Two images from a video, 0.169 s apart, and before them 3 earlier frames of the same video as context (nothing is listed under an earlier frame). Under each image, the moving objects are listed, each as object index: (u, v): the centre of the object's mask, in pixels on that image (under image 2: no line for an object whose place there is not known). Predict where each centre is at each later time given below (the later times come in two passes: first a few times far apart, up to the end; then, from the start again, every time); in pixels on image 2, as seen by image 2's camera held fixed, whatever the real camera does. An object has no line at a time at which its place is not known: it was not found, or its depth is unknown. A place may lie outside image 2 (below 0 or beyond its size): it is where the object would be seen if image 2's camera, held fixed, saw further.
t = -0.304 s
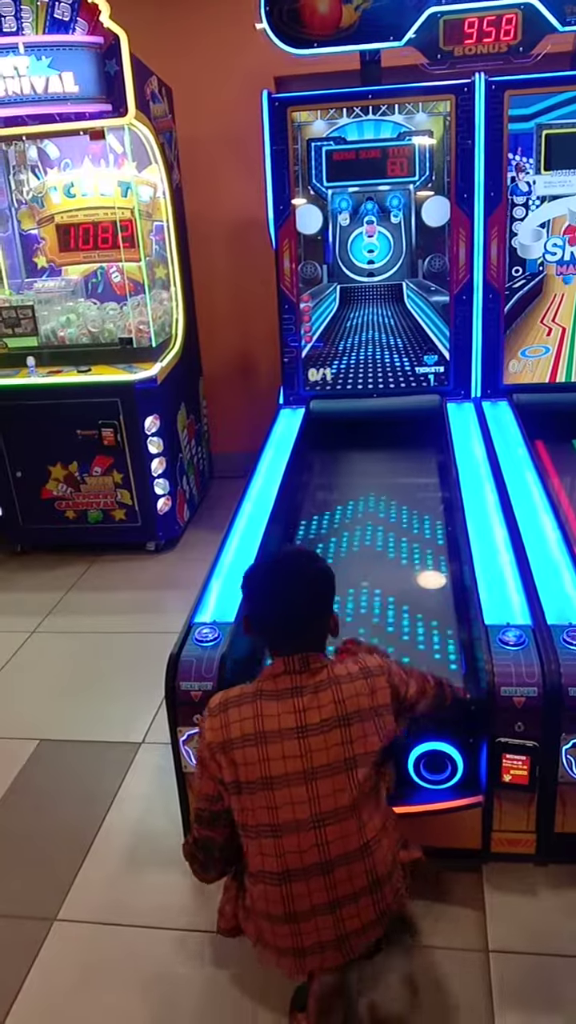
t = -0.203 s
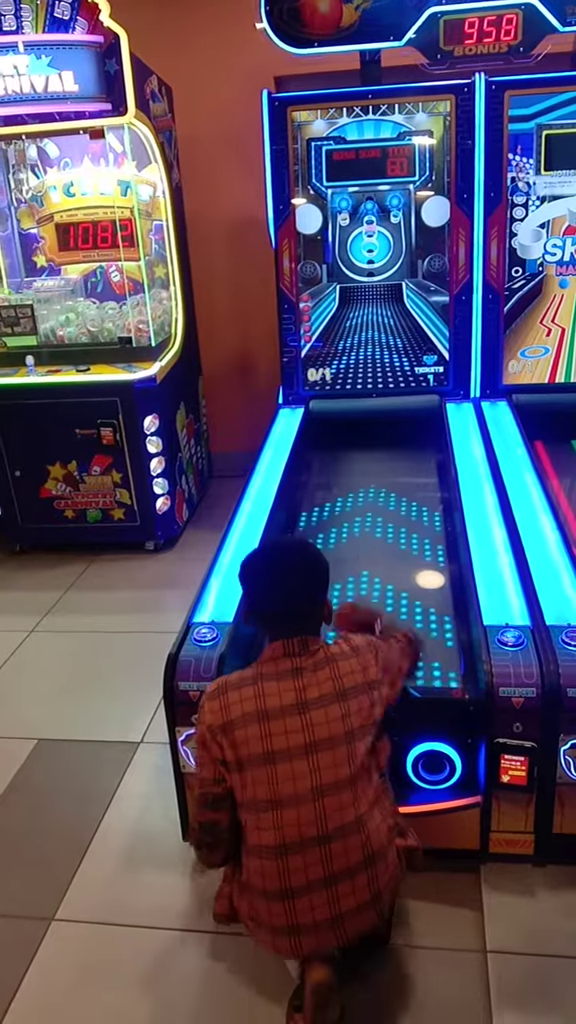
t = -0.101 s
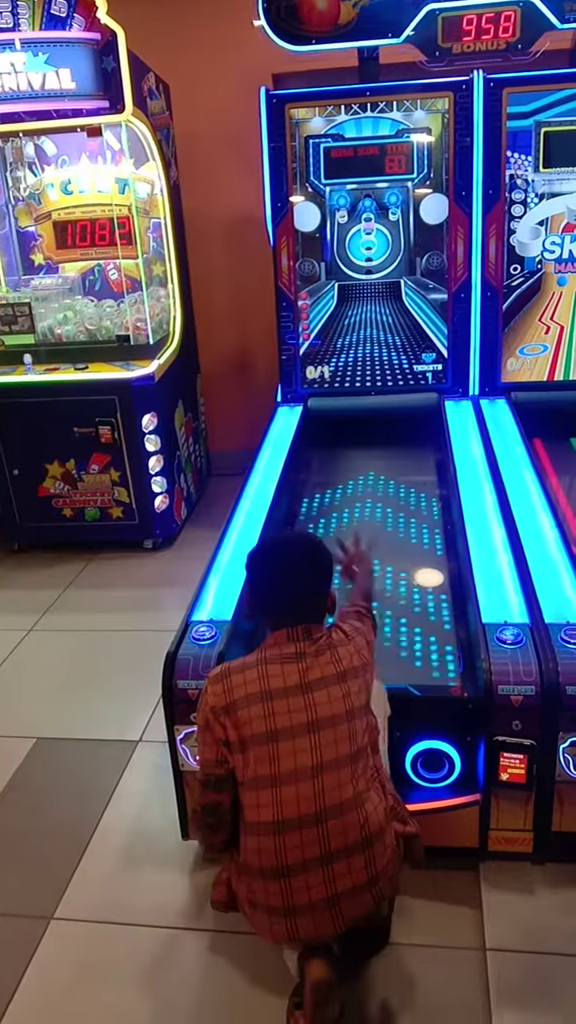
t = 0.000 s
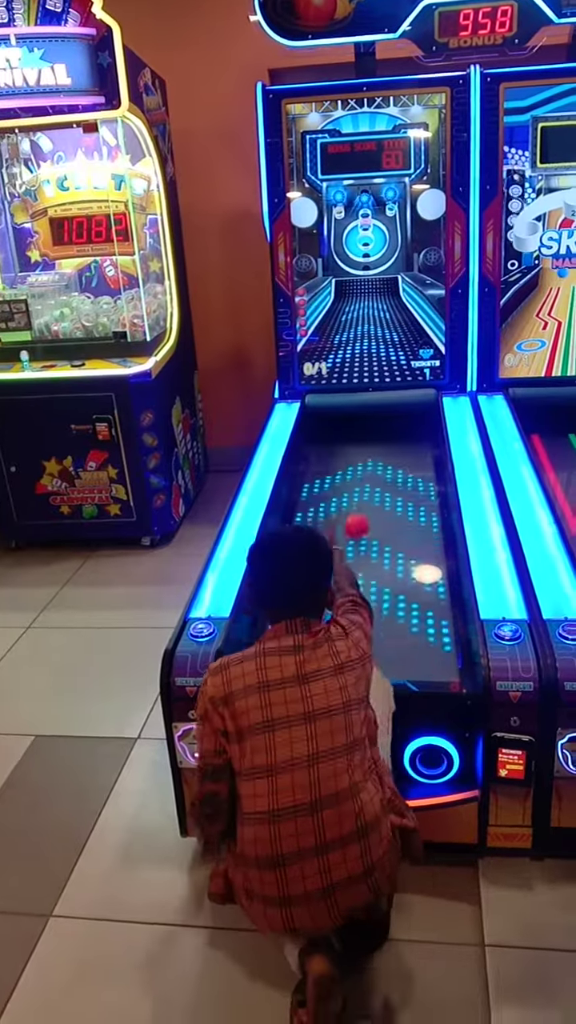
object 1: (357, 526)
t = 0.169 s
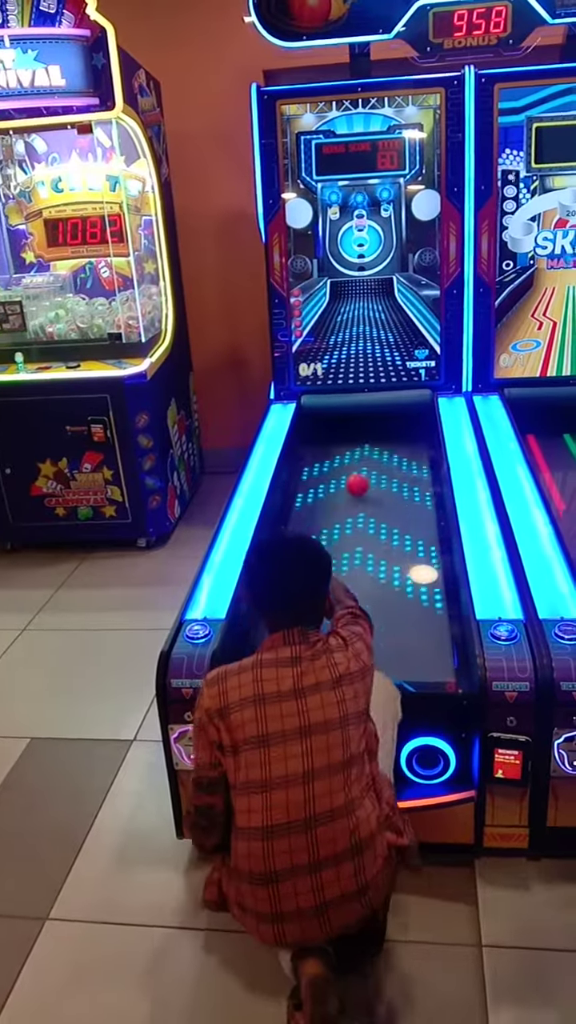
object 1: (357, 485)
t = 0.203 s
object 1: (358, 478)
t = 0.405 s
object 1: (363, 442)
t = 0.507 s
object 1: (365, 429)
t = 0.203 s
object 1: (358, 478)
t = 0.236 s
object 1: (359, 471)
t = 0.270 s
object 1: (359, 465)
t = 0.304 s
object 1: (360, 459)
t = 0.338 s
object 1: (361, 453)
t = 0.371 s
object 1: (362, 448)
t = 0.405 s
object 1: (363, 442)
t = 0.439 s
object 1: (364, 437)
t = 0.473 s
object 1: (364, 433)
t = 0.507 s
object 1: (365, 429)
